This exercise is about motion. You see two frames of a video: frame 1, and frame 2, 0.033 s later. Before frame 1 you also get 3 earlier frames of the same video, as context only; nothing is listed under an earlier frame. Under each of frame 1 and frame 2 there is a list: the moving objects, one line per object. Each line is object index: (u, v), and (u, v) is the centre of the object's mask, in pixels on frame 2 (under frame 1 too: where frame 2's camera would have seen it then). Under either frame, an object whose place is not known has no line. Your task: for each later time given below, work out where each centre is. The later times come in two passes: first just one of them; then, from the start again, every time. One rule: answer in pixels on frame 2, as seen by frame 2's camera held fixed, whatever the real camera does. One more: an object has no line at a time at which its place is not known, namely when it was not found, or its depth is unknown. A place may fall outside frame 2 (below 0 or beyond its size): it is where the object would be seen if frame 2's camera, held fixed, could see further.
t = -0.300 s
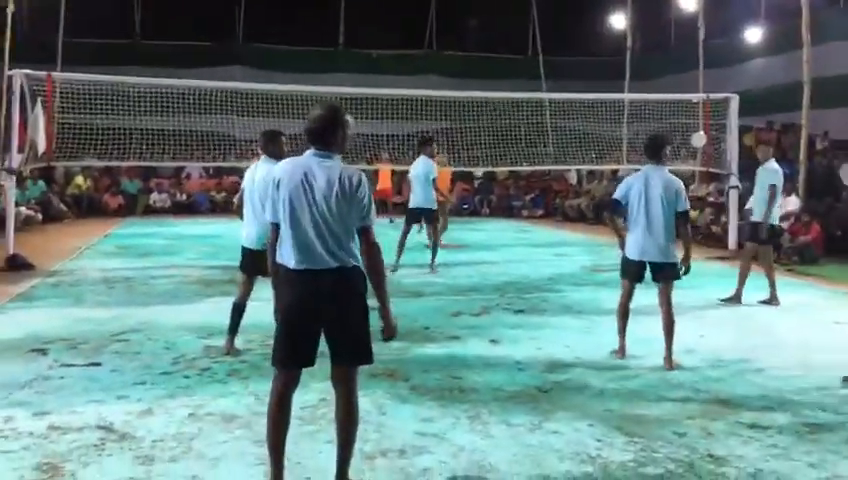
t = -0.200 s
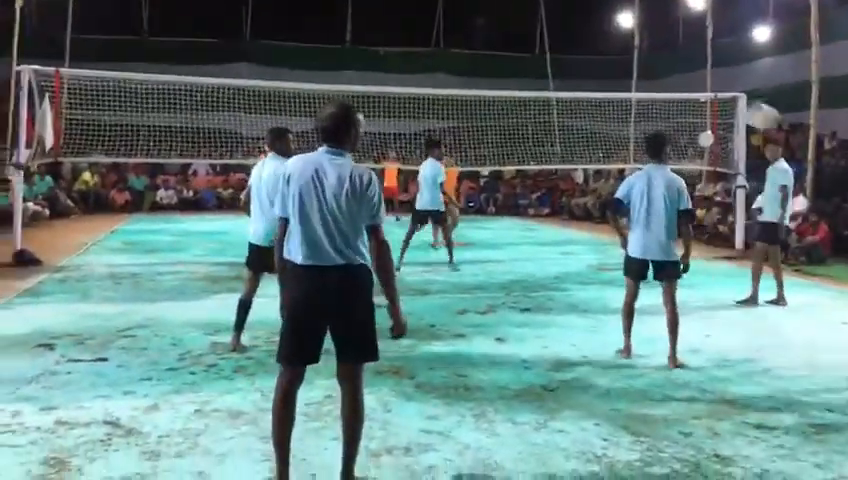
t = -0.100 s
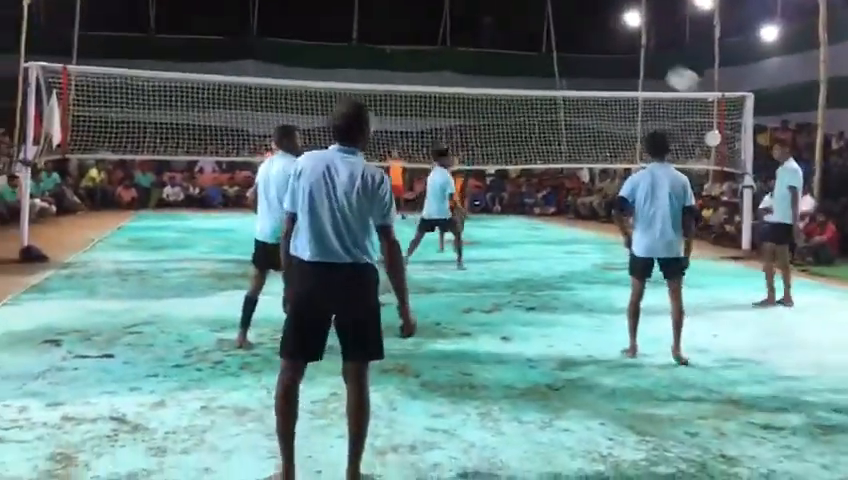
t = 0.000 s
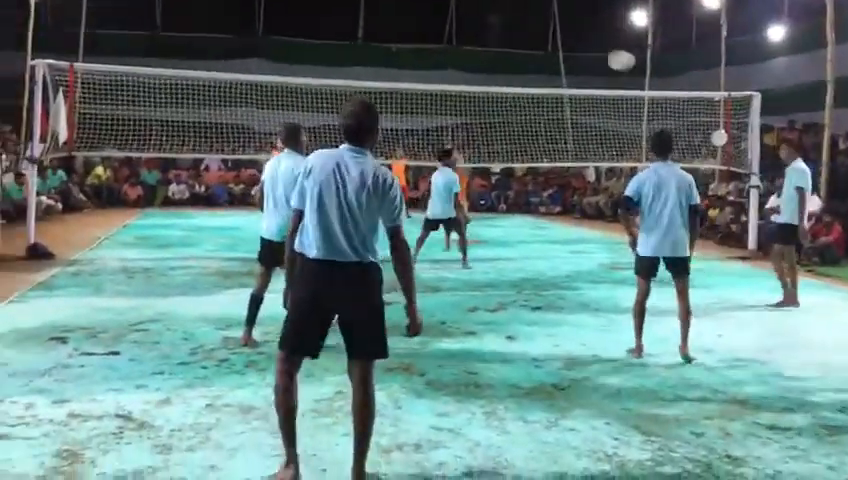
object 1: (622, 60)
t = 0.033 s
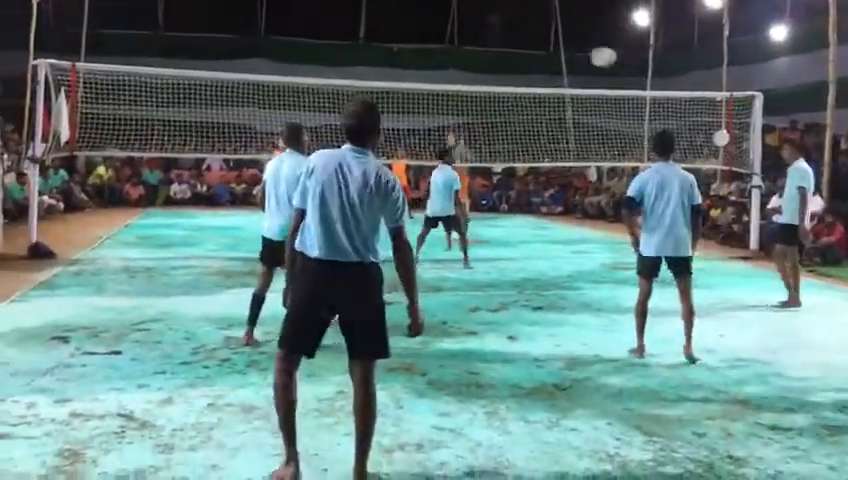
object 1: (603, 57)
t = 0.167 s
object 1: (535, 54)
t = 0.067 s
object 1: (585, 54)
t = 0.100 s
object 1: (567, 53)
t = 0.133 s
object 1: (551, 53)
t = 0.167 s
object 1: (535, 54)
